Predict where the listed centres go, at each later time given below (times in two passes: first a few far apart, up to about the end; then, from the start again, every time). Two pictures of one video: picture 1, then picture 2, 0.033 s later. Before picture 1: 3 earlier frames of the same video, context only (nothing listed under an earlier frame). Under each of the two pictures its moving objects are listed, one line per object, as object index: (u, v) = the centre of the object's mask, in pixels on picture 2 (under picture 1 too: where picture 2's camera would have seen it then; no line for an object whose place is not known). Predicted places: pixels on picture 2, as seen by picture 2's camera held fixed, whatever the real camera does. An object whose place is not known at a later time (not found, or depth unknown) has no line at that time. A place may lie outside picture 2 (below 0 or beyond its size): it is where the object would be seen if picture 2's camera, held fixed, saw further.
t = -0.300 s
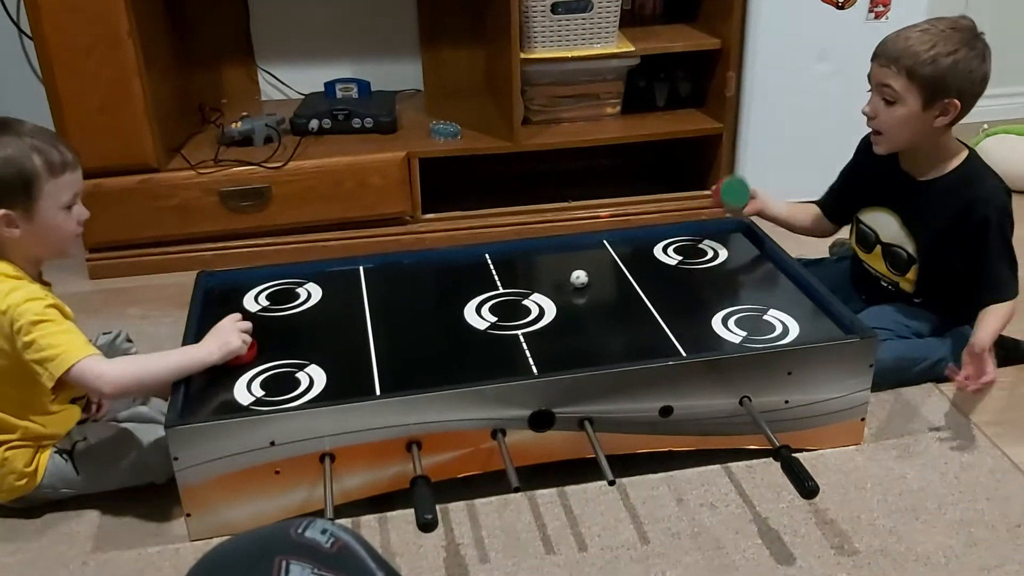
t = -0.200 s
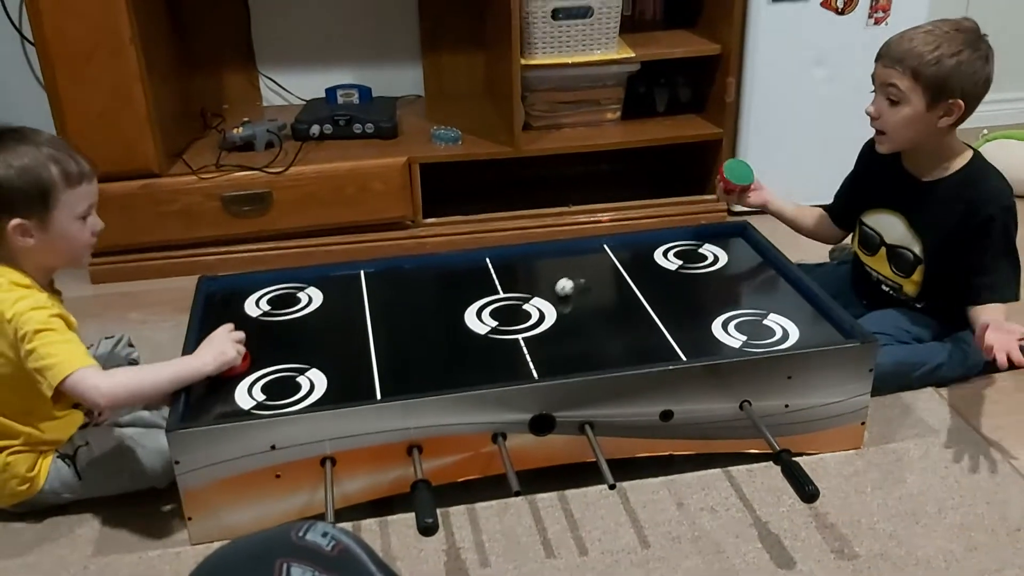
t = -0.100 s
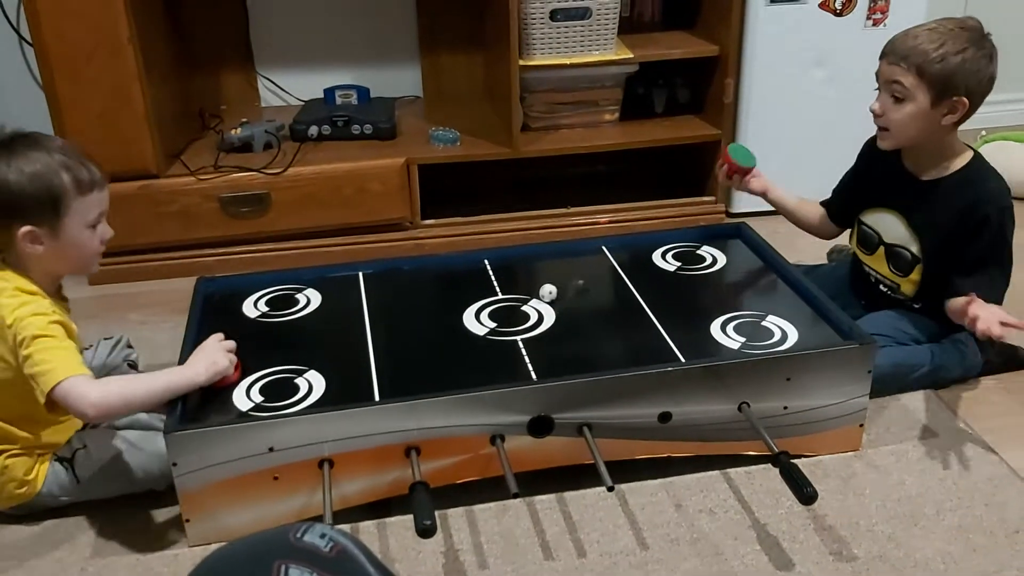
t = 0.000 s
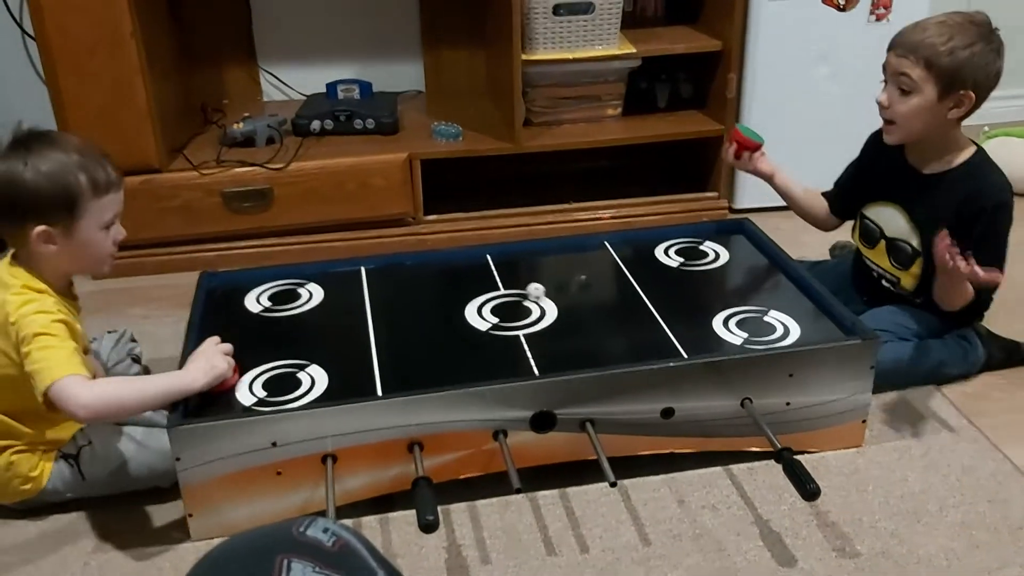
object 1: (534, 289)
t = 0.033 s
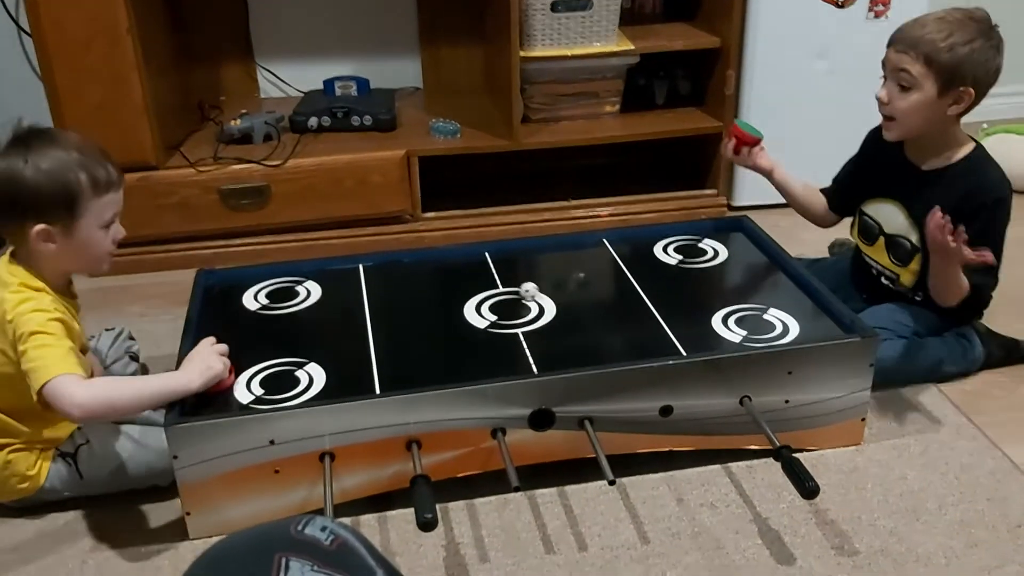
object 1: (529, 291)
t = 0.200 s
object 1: (503, 298)
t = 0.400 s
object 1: (471, 306)
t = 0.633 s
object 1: (434, 314)
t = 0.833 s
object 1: (403, 321)
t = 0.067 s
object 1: (524, 293)
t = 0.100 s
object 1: (518, 294)
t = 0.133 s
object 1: (514, 295)
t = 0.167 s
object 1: (508, 297)
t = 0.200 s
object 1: (503, 298)
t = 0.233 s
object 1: (497, 300)
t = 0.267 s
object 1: (492, 300)
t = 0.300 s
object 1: (487, 303)
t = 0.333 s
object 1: (482, 303)
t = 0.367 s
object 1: (476, 304)
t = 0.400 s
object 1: (471, 306)
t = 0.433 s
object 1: (466, 307)
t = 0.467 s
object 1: (460, 308)
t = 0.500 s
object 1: (455, 309)
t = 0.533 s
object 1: (450, 311)
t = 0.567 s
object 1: (444, 312)
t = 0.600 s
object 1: (439, 313)
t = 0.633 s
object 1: (434, 314)
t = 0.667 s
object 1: (429, 315)
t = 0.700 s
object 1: (423, 316)
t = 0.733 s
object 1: (418, 317)
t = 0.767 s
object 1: (413, 319)
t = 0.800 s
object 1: (408, 320)
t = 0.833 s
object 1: (403, 321)
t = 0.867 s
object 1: (397, 323)
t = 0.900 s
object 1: (392, 324)
